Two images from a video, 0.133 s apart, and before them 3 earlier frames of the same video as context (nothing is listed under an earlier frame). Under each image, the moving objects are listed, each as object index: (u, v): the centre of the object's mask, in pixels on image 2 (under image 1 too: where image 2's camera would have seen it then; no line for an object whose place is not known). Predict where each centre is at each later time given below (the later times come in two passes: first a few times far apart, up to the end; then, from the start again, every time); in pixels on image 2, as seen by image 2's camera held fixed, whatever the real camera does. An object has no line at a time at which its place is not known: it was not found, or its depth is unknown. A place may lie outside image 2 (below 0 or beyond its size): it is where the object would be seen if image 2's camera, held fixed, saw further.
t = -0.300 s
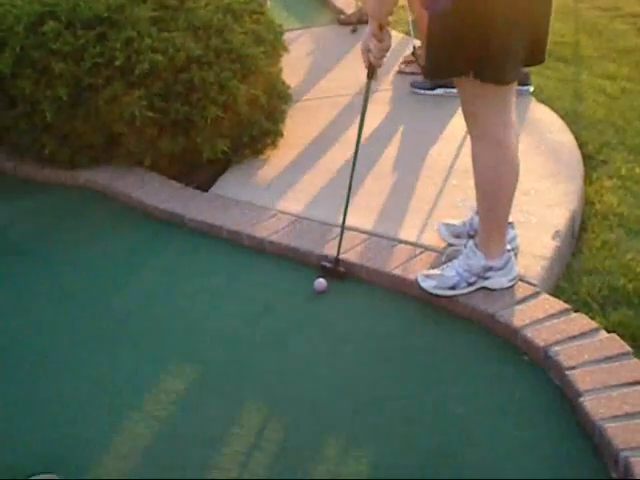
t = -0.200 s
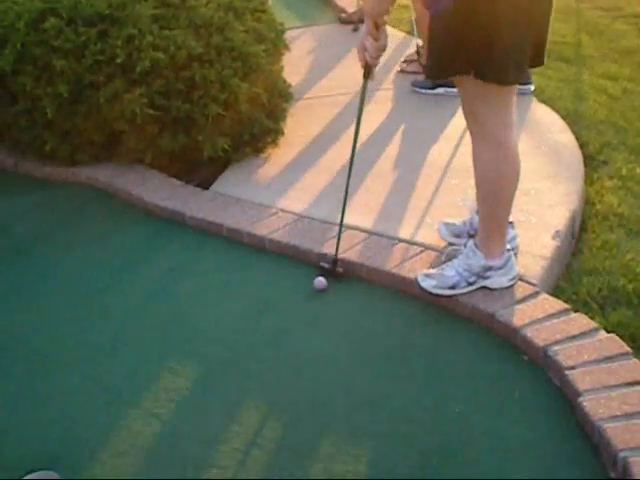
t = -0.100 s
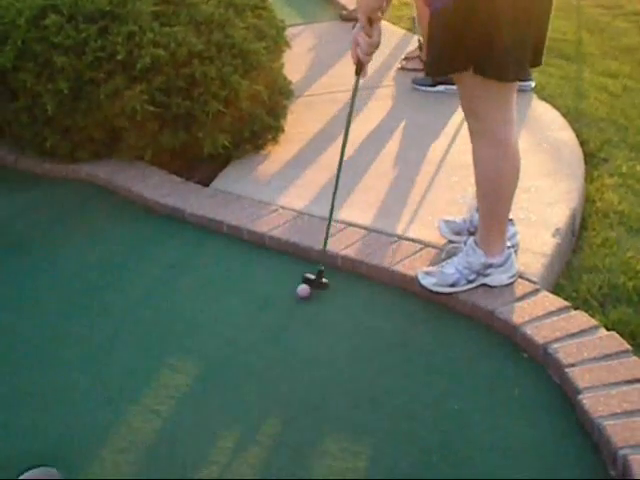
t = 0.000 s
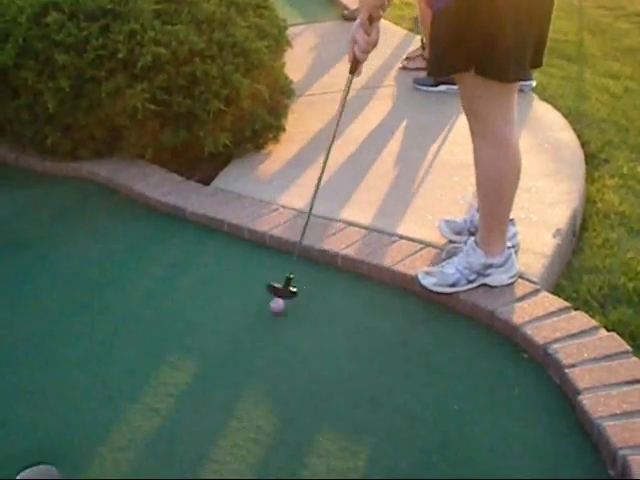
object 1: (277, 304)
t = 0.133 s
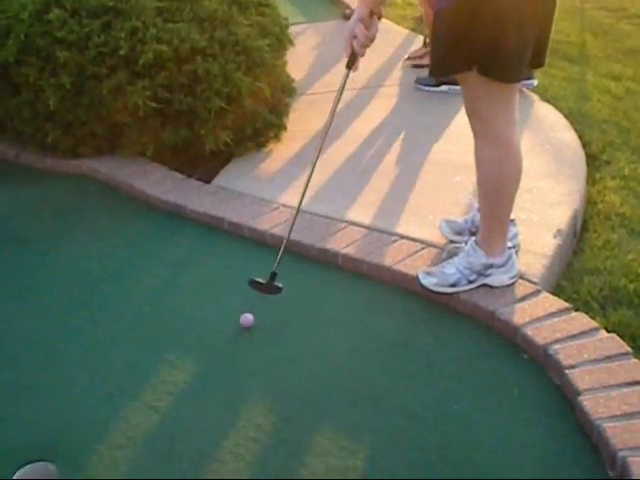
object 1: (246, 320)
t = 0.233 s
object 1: (224, 333)
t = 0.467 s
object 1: (173, 360)
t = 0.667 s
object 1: (131, 382)
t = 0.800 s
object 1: (105, 398)
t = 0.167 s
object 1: (239, 325)
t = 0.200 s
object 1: (231, 329)
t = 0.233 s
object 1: (224, 333)
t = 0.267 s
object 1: (216, 337)
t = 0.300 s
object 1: (209, 341)
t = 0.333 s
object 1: (202, 345)
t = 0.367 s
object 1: (195, 348)
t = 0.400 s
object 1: (188, 352)
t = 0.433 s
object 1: (180, 356)
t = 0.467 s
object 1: (173, 360)
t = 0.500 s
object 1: (166, 363)
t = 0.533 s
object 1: (159, 367)
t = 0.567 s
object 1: (152, 371)
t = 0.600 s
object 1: (145, 374)
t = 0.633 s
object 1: (138, 378)
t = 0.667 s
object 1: (131, 382)
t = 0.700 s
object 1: (125, 386)
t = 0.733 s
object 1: (118, 390)
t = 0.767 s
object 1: (111, 394)
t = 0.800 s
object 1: (105, 398)
